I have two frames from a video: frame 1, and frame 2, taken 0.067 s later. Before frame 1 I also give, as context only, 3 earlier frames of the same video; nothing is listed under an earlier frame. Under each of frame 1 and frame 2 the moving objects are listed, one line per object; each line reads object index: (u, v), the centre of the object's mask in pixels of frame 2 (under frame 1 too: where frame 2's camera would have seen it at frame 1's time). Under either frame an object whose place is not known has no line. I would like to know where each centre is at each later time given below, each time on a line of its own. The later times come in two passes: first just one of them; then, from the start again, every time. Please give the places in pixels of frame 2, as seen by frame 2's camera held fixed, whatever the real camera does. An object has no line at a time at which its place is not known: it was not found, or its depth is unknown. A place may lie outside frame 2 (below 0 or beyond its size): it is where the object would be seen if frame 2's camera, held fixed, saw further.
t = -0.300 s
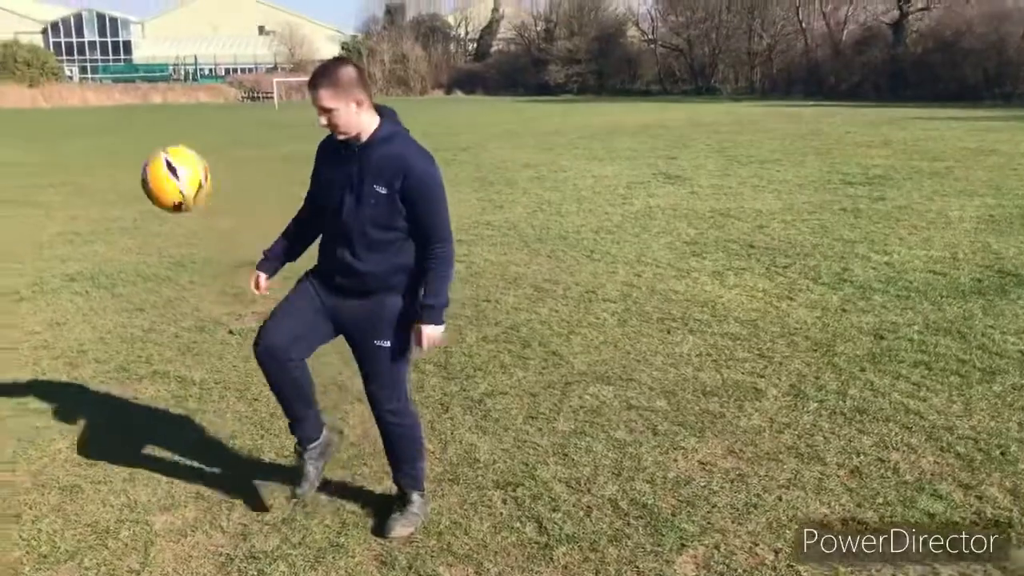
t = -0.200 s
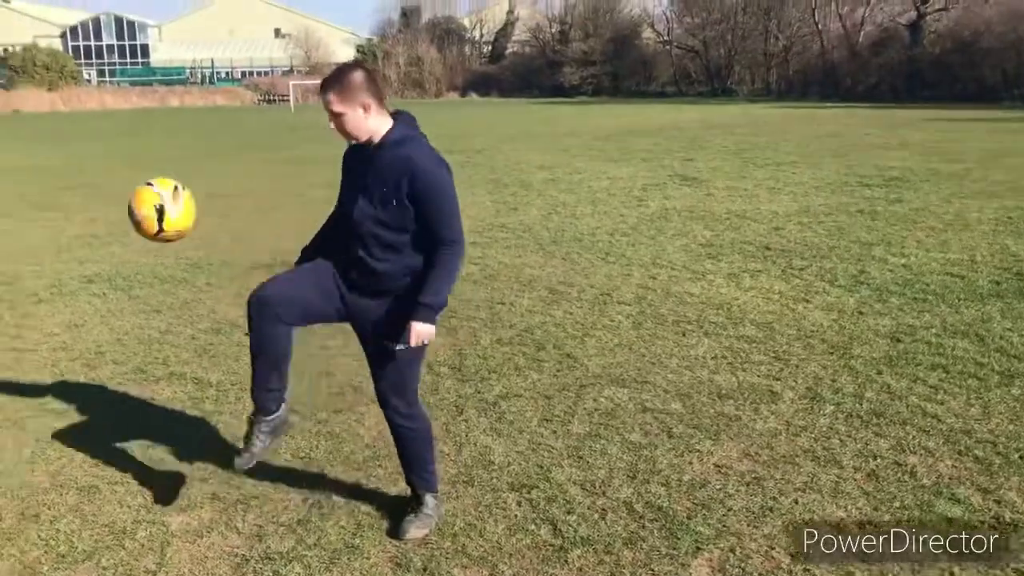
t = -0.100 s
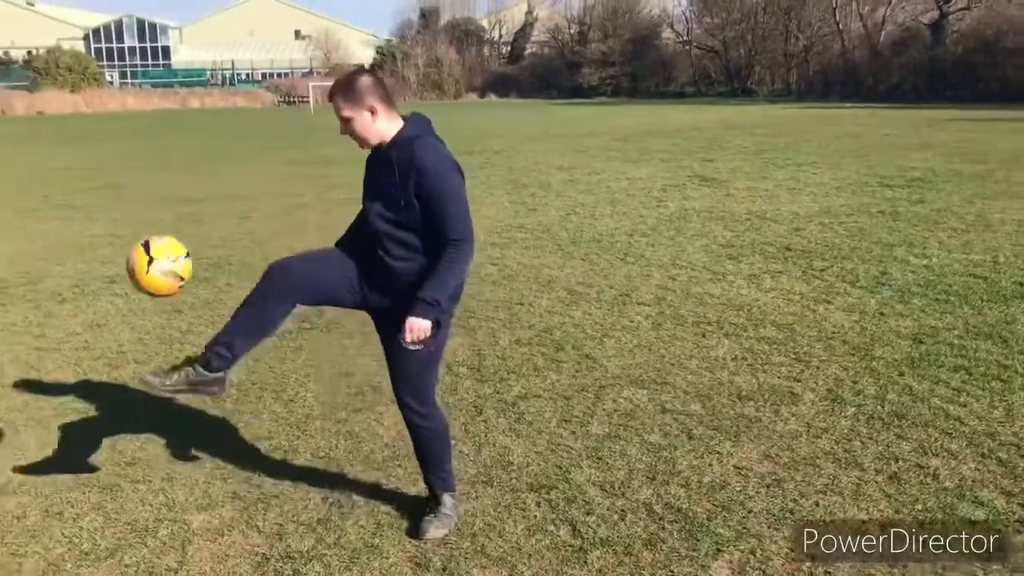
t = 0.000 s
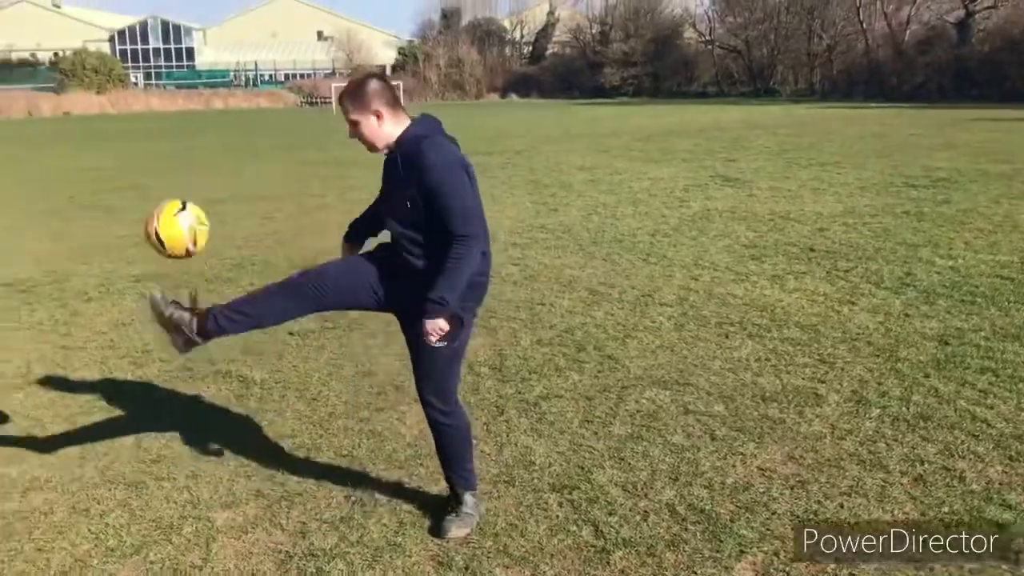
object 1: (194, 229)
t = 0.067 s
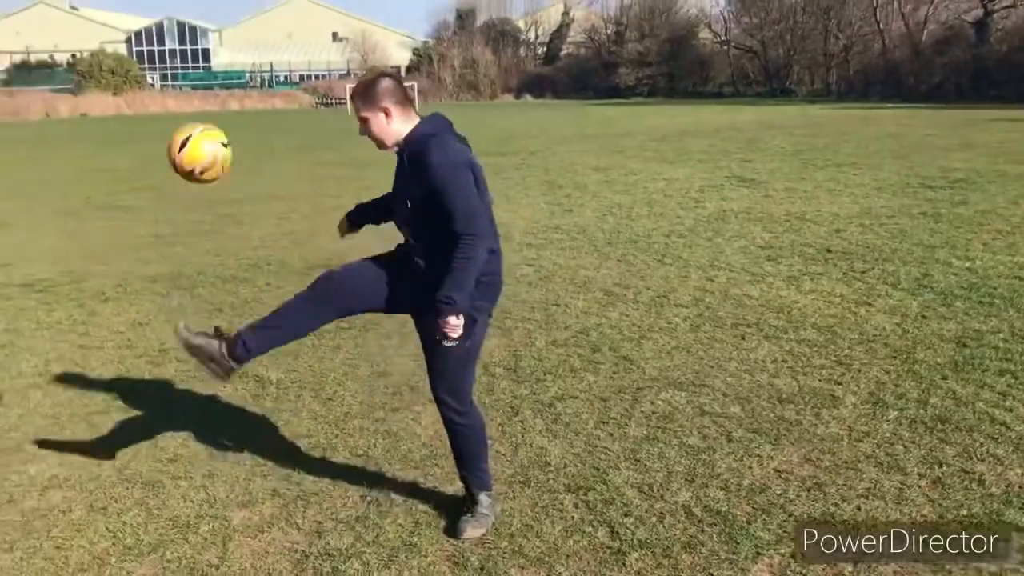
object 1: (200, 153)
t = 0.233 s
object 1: (221, 17)
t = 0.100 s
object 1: (203, 119)
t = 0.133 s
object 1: (208, 88)
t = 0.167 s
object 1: (212, 59)
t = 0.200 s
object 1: (217, 34)
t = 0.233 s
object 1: (221, 17)
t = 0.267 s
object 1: (226, 6)
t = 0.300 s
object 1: (231, -1)
